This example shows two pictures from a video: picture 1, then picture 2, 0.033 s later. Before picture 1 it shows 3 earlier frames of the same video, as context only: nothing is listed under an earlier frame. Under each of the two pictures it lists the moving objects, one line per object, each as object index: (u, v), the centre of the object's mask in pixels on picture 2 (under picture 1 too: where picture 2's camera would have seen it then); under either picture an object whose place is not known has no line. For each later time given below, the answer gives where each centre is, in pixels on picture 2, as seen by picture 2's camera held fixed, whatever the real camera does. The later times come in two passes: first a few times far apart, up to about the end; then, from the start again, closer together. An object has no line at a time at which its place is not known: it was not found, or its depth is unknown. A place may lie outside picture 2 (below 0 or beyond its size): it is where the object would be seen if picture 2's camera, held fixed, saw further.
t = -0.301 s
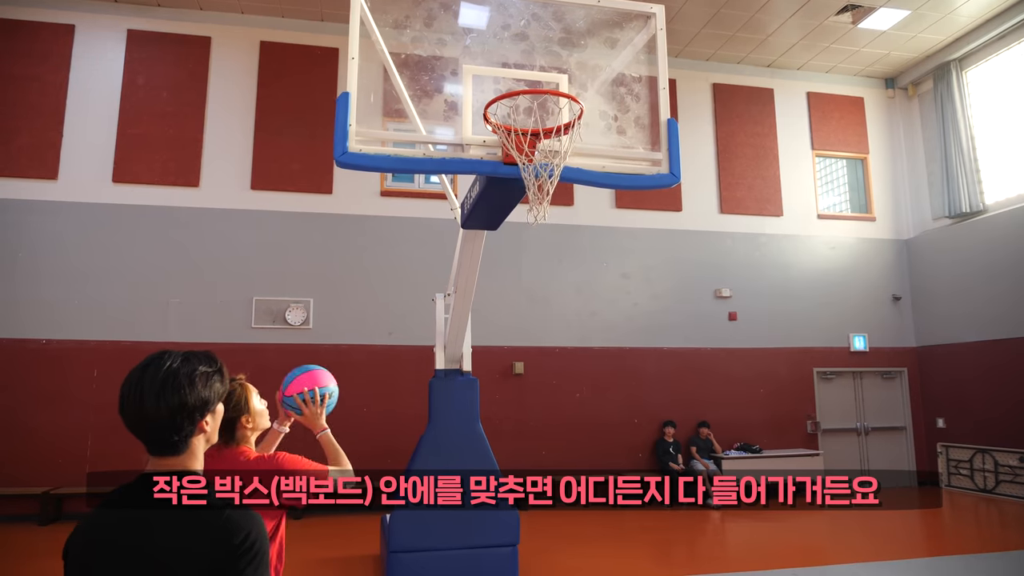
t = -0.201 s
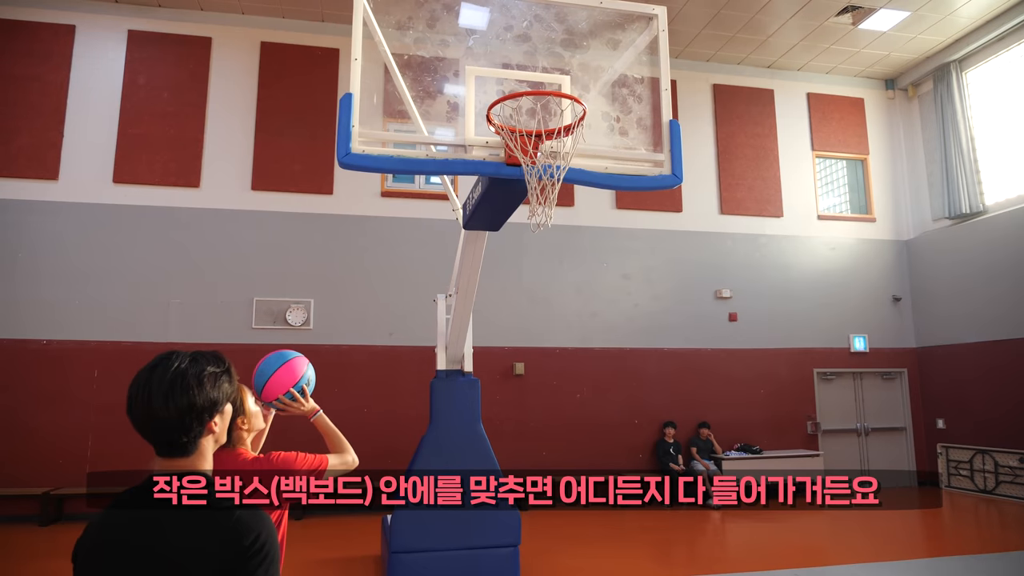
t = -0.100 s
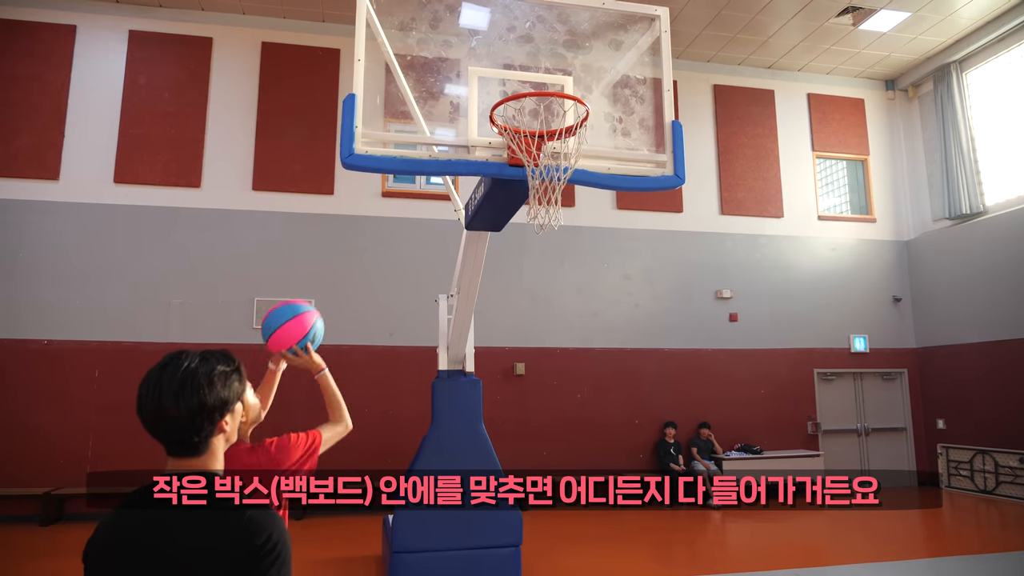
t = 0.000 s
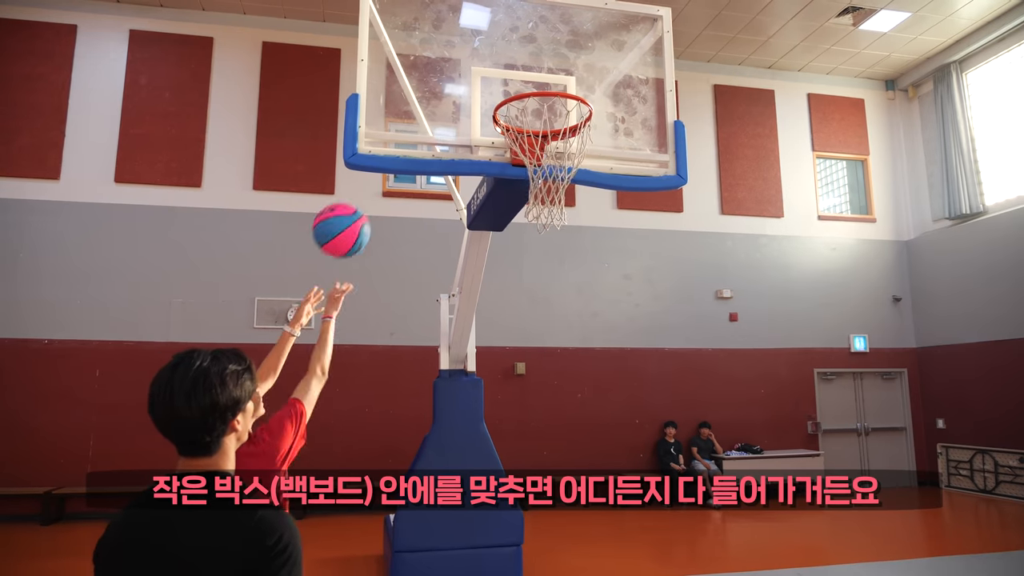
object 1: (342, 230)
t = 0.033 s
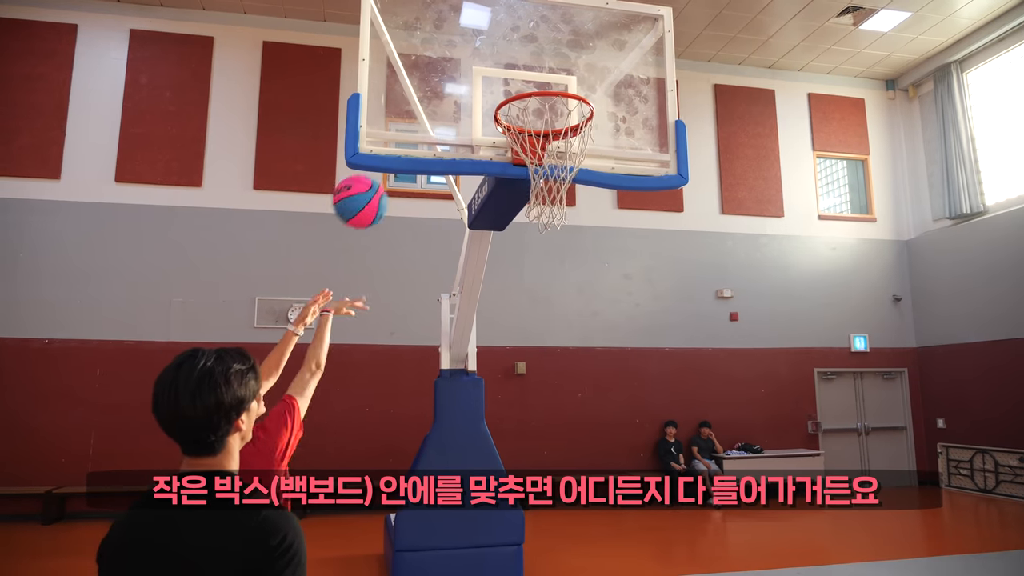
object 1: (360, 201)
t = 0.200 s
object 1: (435, 111)
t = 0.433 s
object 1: (507, 81)
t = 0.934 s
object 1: (584, 230)
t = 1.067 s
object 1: (585, 320)
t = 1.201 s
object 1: (591, 453)
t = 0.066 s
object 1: (377, 176)
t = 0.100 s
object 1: (392, 155)
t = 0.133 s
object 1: (407, 137)
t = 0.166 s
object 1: (422, 122)
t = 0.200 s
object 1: (435, 111)
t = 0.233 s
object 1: (448, 101)
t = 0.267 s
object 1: (460, 94)
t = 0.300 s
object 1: (472, 89)
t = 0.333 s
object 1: (483, 86)
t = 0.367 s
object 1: (491, 84)
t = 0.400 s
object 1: (499, 82)
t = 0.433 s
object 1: (507, 81)
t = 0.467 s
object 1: (516, 85)
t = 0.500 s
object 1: (524, 90)
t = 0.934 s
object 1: (584, 230)
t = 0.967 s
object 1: (584, 249)
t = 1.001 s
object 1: (585, 270)
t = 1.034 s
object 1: (585, 294)
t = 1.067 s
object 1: (585, 320)
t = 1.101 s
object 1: (589, 351)
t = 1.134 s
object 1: (590, 382)
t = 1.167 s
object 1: (590, 418)
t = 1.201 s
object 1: (591, 453)
